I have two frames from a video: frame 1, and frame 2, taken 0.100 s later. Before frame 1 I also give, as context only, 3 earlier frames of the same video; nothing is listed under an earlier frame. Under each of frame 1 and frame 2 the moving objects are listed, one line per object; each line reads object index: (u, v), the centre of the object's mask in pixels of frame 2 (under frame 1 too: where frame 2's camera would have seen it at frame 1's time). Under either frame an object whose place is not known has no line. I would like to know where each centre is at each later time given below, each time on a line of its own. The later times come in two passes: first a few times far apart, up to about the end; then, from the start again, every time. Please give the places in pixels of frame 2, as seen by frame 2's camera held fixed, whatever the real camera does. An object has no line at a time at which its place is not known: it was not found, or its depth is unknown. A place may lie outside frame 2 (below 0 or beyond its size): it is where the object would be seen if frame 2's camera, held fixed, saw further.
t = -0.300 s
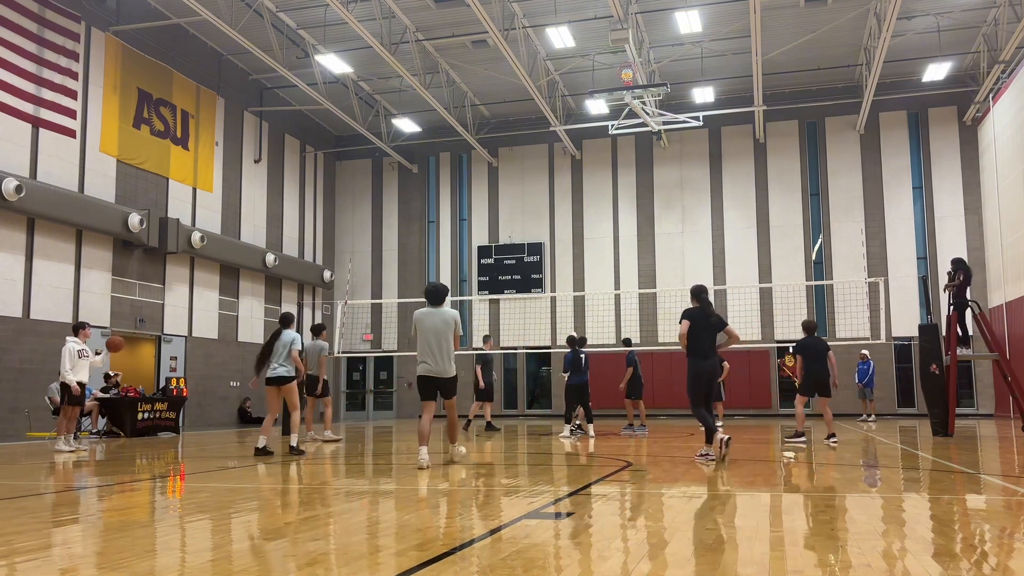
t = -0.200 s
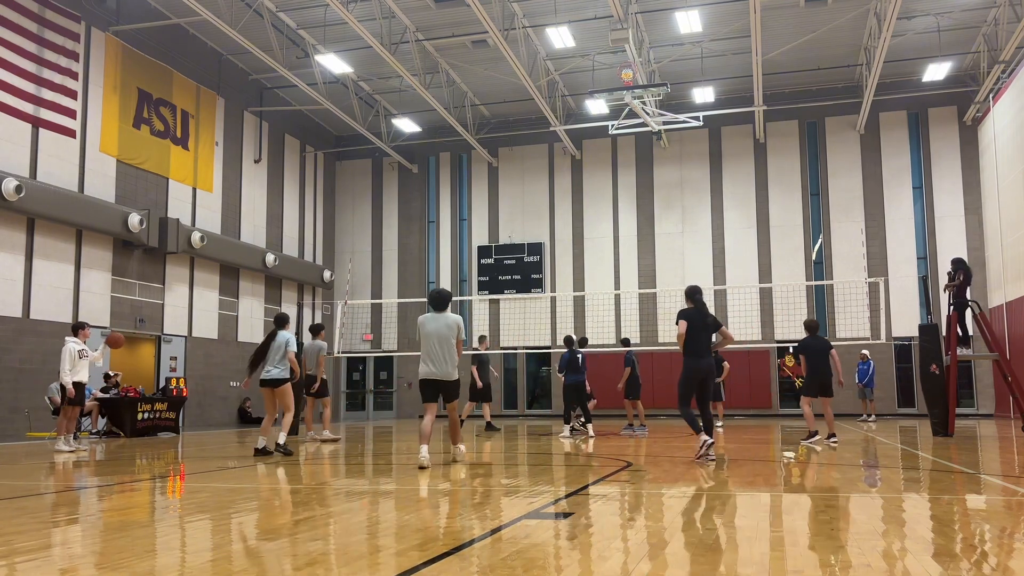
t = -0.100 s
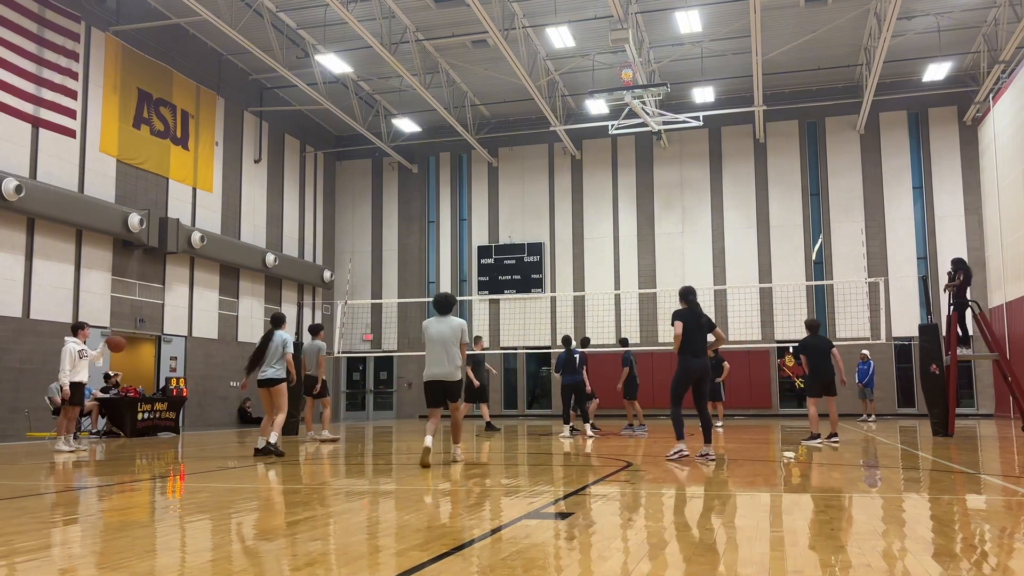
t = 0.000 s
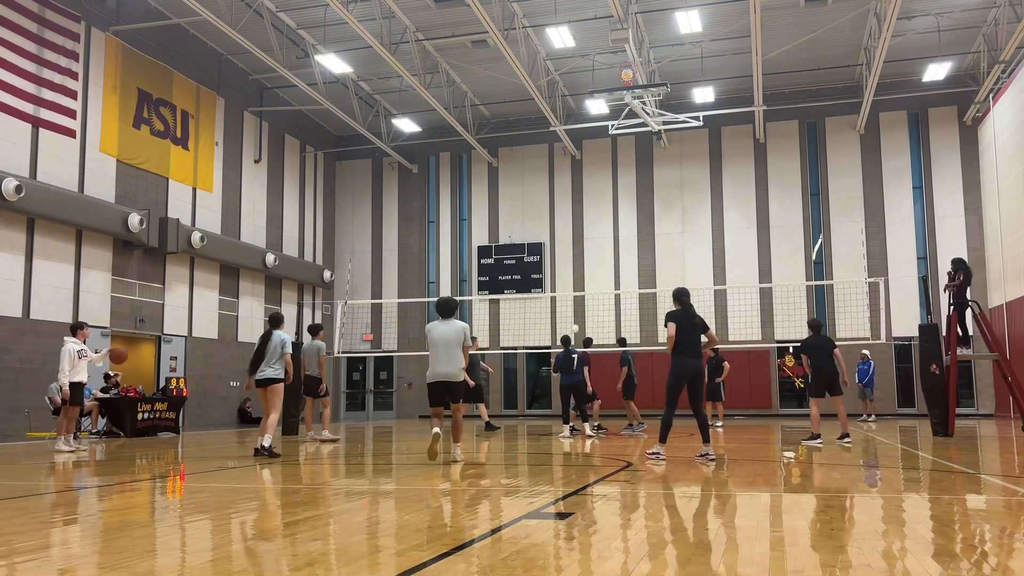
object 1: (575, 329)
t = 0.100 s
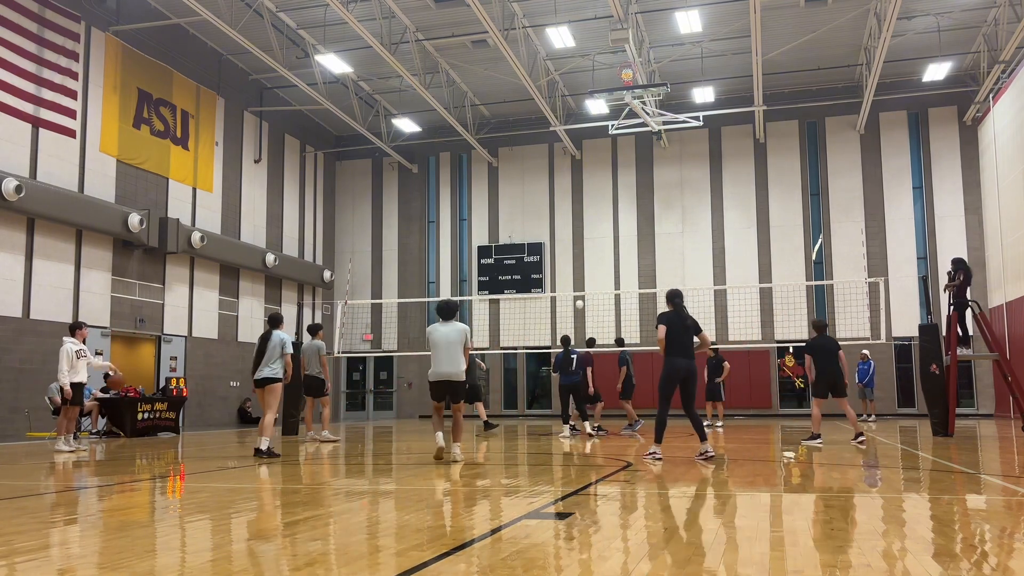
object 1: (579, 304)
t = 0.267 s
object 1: (587, 272)
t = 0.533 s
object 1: (604, 230)
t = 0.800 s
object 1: (633, 212)
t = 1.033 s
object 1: (669, 227)
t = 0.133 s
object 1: (581, 298)
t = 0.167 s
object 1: (583, 289)
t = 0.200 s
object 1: (585, 282)
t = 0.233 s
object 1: (586, 275)
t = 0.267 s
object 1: (587, 272)
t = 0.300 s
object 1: (589, 266)
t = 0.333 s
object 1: (591, 260)
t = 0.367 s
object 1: (593, 255)
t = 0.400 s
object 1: (595, 249)
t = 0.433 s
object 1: (597, 244)
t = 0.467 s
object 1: (599, 239)
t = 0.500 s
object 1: (602, 234)
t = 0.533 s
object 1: (604, 230)
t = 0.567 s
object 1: (607, 226)
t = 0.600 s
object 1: (611, 222)
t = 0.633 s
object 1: (614, 220)
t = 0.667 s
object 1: (617, 217)
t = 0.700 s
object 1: (621, 215)
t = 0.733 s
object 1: (625, 214)
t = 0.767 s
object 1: (629, 213)
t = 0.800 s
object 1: (633, 212)
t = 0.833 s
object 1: (637, 212)
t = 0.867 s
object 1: (642, 212)
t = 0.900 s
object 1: (647, 213)
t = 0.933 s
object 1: (652, 215)
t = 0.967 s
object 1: (657, 218)
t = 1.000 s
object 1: (663, 222)
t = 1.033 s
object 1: (669, 227)
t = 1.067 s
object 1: (676, 234)
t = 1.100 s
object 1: (682, 240)
